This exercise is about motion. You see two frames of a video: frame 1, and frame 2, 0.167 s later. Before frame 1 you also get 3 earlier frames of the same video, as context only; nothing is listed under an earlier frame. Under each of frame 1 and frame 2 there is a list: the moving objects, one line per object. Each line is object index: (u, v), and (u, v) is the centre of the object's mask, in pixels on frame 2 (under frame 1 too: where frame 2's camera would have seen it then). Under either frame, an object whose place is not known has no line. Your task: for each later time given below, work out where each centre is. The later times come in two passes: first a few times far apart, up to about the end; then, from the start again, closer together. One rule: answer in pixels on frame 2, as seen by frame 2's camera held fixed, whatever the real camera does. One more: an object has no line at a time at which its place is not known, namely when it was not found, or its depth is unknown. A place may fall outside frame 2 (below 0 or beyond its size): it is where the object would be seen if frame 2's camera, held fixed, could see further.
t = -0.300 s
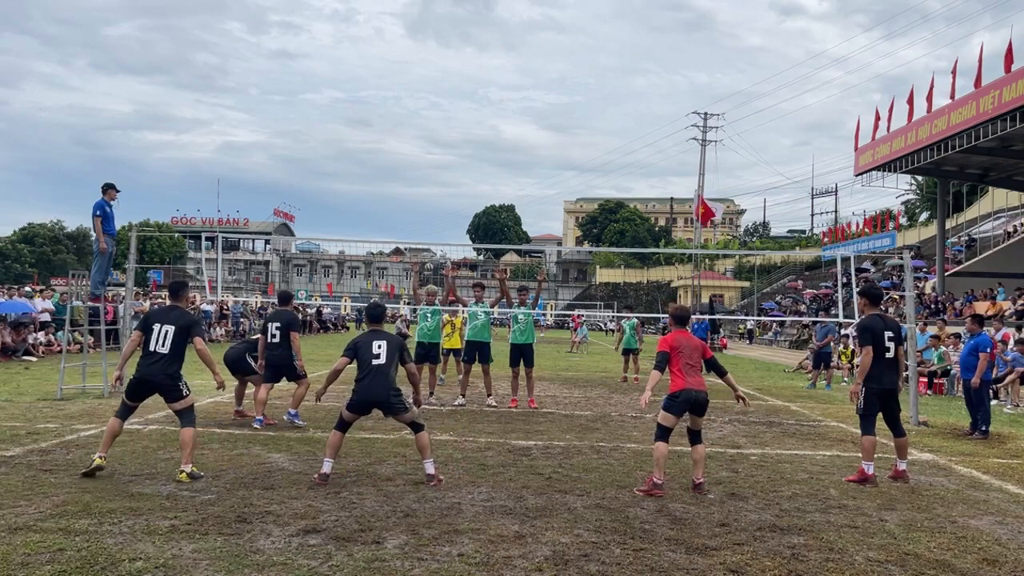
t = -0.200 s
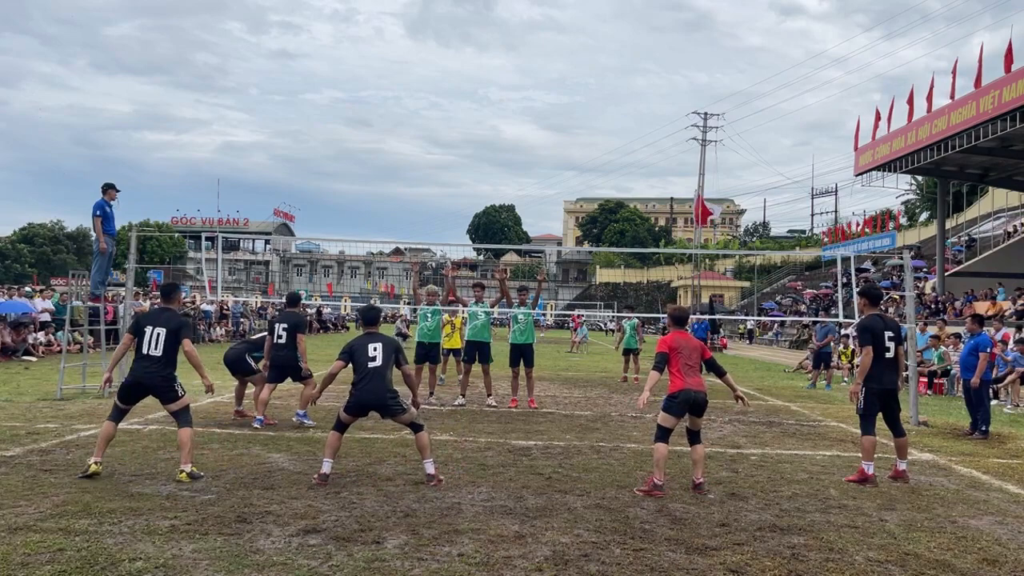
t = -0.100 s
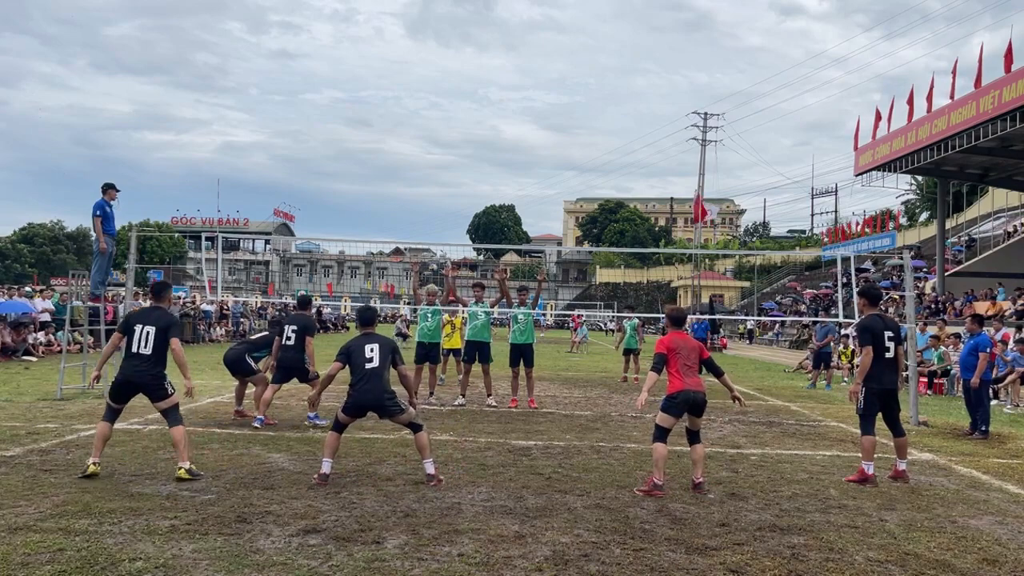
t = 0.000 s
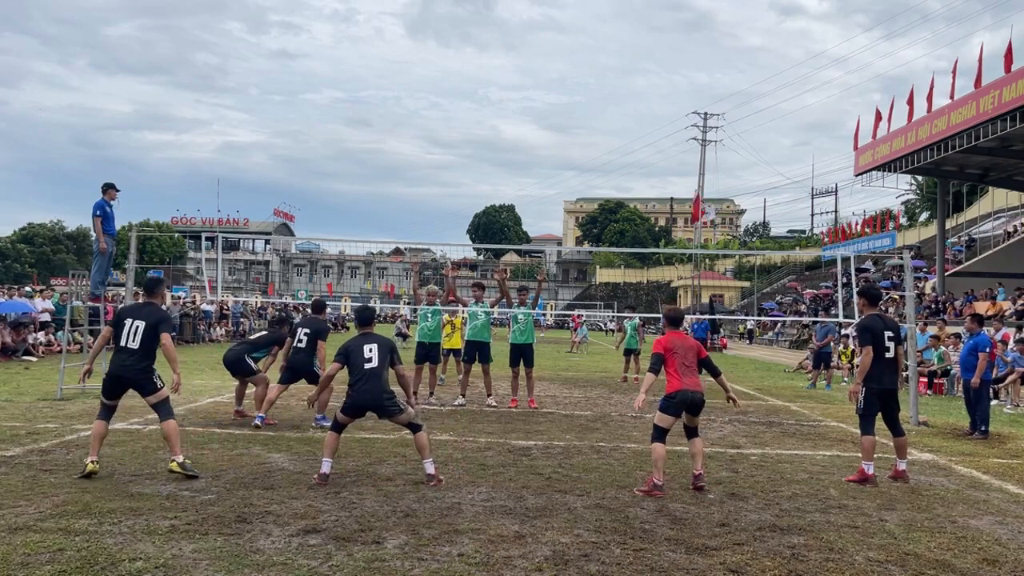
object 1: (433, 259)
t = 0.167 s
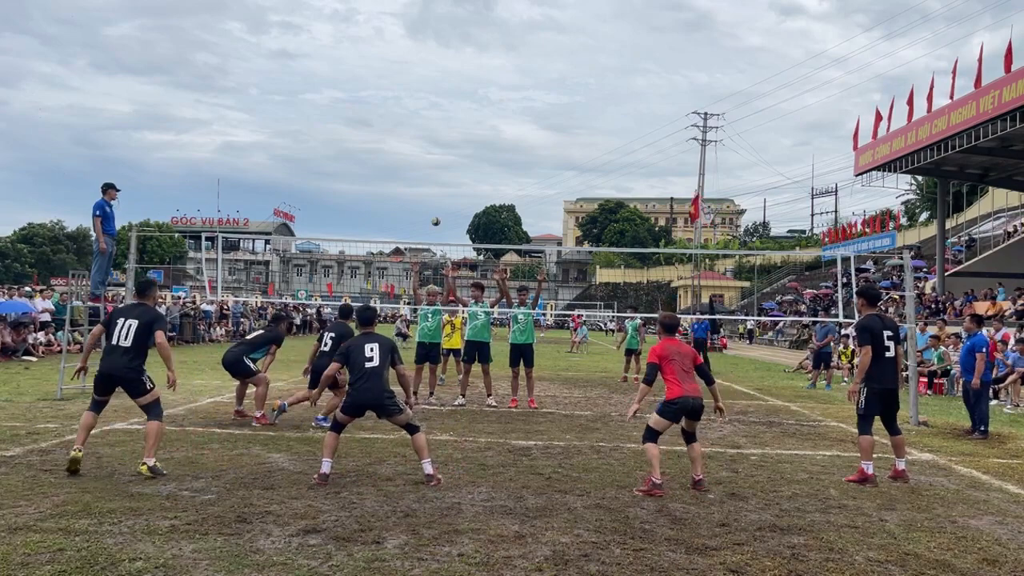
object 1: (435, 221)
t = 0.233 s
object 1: (436, 208)
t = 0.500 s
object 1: (442, 160)
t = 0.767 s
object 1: (446, 134)
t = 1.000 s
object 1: (449, 144)
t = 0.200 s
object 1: (435, 215)
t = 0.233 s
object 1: (436, 208)
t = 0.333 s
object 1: (438, 189)
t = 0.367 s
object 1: (438, 182)
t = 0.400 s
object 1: (439, 176)
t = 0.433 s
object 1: (440, 171)
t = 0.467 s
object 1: (441, 165)
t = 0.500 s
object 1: (442, 160)
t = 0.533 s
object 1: (442, 155)
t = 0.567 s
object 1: (443, 150)
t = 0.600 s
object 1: (443, 146)
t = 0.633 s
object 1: (444, 143)
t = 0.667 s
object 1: (444, 140)
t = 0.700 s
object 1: (445, 137)
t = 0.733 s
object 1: (445, 135)
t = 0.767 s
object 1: (446, 134)
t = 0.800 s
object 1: (446, 133)
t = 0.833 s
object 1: (447, 133)
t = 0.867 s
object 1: (447, 134)
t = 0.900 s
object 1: (448, 135)
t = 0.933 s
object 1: (449, 137)
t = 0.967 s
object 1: (449, 140)
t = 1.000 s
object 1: (449, 144)
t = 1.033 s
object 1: (450, 149)
